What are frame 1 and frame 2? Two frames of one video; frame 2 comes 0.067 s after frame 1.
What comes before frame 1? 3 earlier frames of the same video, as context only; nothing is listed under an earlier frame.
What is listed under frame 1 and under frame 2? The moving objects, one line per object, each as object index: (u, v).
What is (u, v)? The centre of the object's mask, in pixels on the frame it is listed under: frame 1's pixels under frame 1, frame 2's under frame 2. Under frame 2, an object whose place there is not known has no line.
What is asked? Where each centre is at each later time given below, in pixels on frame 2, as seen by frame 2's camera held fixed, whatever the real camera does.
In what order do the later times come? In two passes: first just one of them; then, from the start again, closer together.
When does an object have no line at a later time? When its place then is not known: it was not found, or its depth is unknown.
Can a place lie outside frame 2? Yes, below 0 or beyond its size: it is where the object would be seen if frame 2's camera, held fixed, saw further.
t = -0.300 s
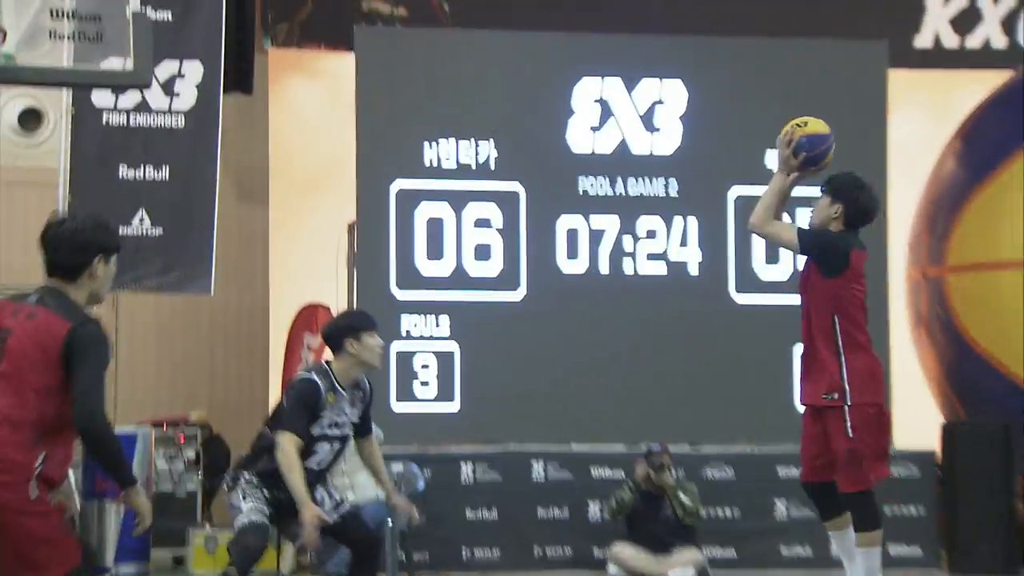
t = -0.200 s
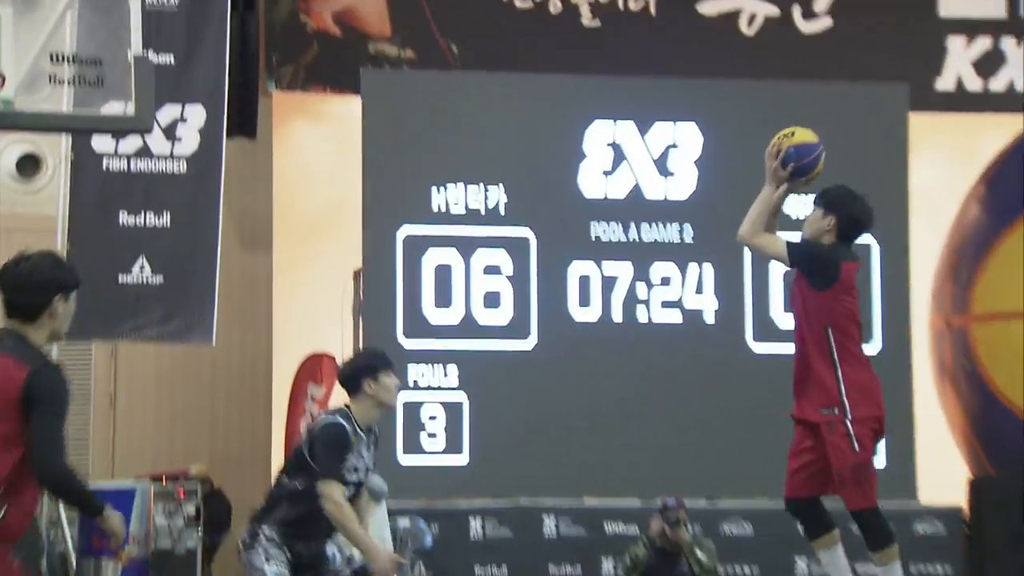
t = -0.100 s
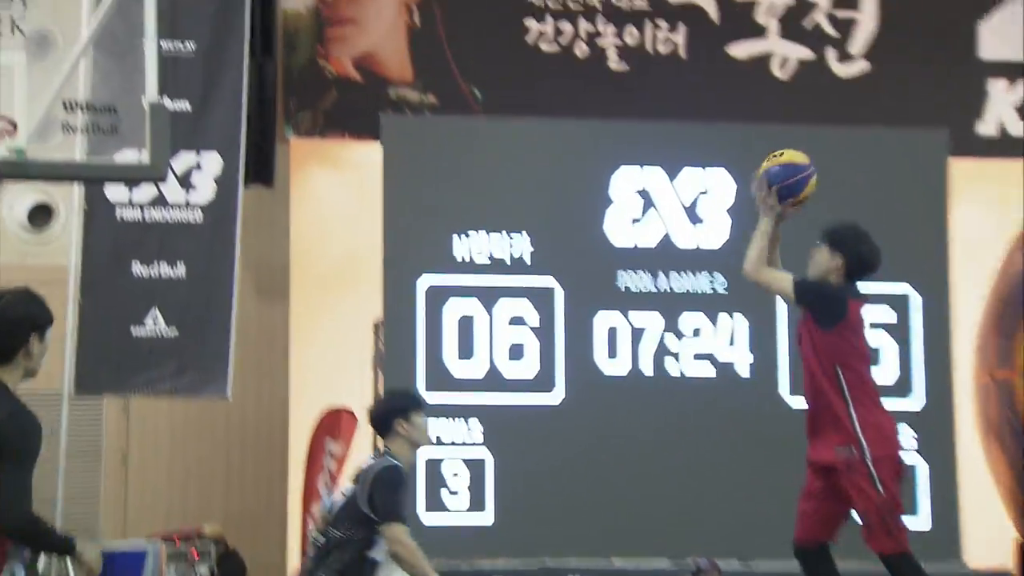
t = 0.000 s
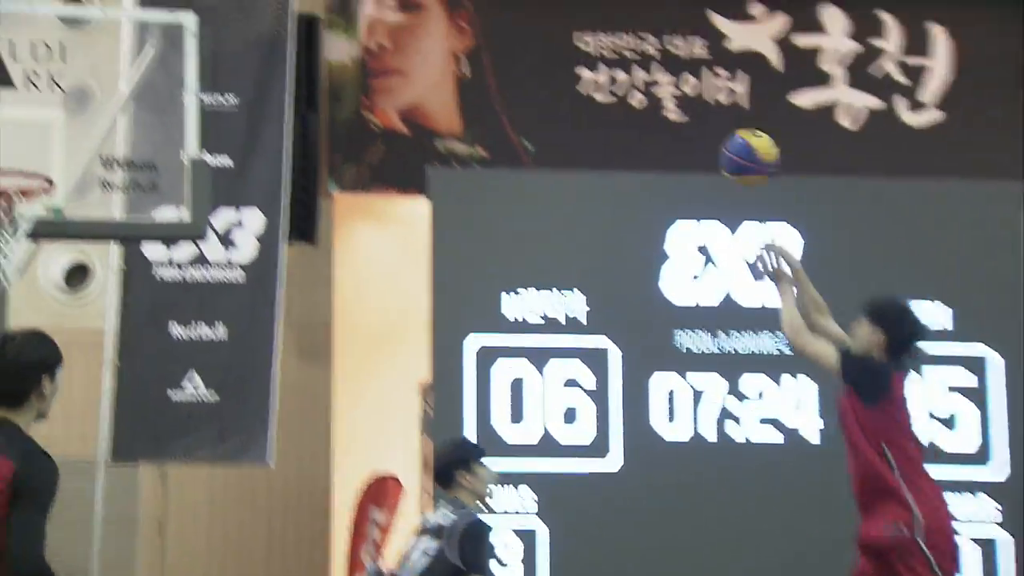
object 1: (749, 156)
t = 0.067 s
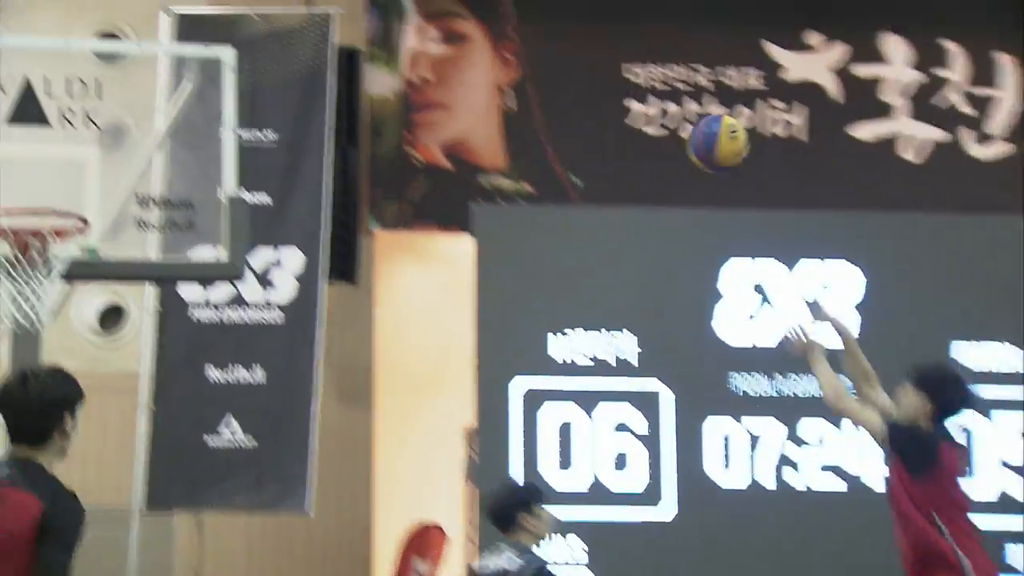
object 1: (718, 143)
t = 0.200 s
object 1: (555, 81)
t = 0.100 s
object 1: (676, 122)
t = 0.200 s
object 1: (555, 81)
